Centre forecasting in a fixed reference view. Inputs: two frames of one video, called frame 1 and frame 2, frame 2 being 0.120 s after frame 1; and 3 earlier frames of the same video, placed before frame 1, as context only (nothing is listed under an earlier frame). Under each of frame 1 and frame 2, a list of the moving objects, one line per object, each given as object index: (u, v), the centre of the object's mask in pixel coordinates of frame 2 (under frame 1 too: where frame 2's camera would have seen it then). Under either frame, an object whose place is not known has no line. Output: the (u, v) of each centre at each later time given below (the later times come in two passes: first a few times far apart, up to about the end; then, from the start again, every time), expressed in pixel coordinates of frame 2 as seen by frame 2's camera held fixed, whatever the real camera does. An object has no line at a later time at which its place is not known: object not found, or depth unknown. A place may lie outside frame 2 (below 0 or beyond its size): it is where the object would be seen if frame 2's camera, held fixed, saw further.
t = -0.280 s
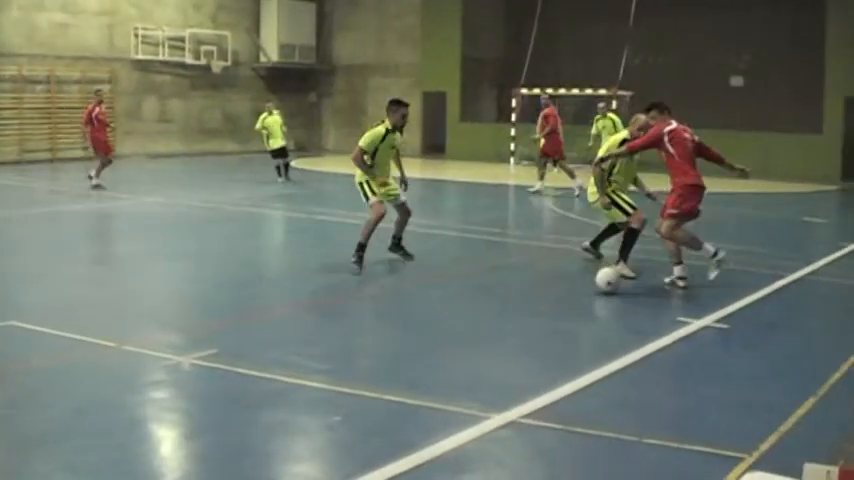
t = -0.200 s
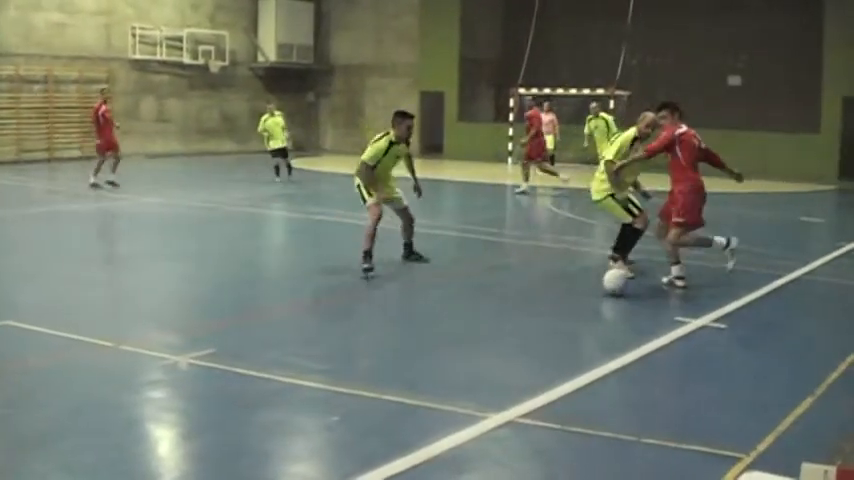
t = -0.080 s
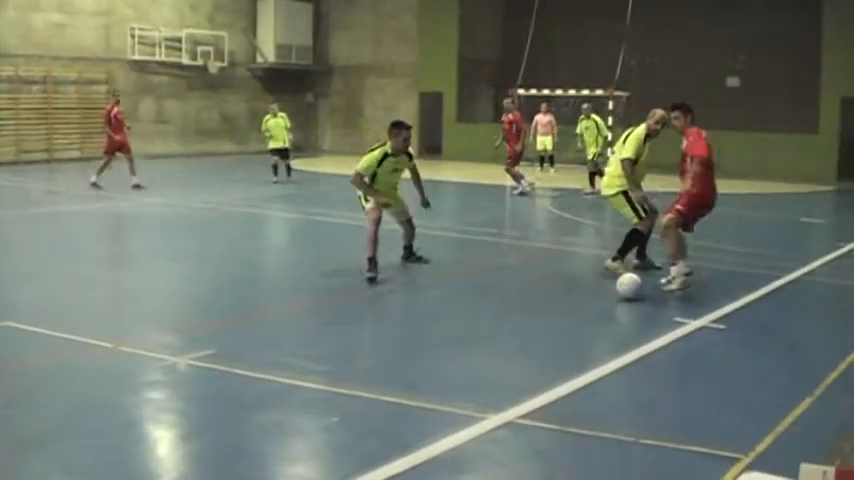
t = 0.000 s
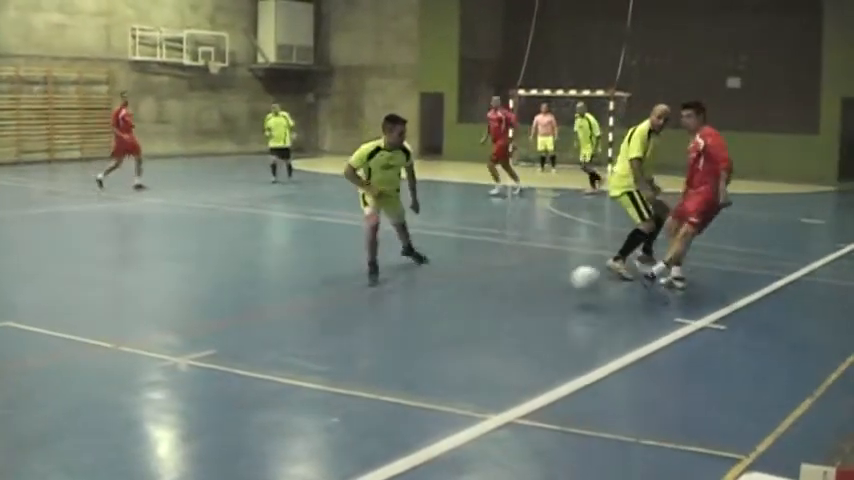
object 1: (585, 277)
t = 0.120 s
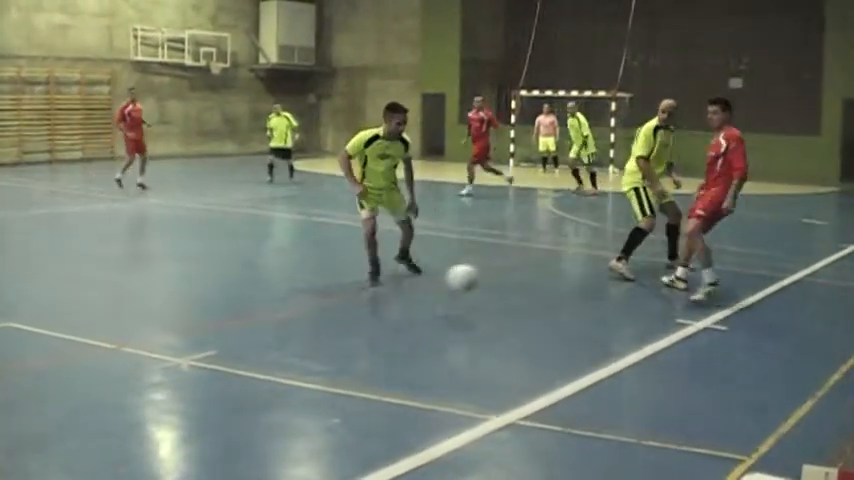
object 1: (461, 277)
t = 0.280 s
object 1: (271, 315)
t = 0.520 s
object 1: (5, 328)
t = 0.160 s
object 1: (416, 281)
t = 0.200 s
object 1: (368, 288)
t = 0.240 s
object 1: (321, 299)
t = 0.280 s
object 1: (271, 315)
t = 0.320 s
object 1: (225, 317)
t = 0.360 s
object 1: (182, 315)
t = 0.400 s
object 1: (137, 317)
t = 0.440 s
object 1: (91, 321)
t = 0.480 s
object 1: (47, 331)
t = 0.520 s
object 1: (5, 328)
